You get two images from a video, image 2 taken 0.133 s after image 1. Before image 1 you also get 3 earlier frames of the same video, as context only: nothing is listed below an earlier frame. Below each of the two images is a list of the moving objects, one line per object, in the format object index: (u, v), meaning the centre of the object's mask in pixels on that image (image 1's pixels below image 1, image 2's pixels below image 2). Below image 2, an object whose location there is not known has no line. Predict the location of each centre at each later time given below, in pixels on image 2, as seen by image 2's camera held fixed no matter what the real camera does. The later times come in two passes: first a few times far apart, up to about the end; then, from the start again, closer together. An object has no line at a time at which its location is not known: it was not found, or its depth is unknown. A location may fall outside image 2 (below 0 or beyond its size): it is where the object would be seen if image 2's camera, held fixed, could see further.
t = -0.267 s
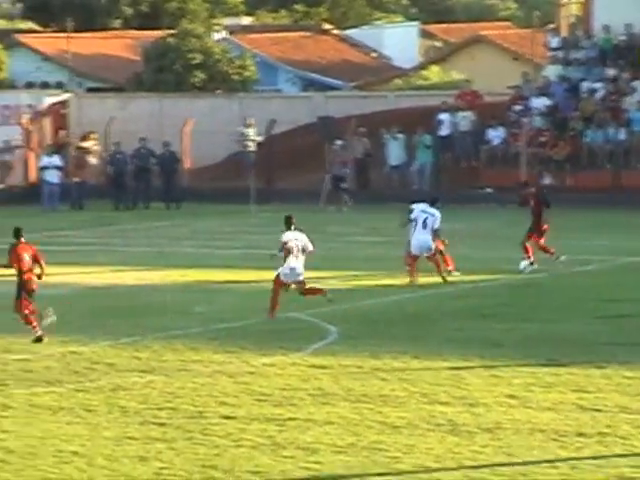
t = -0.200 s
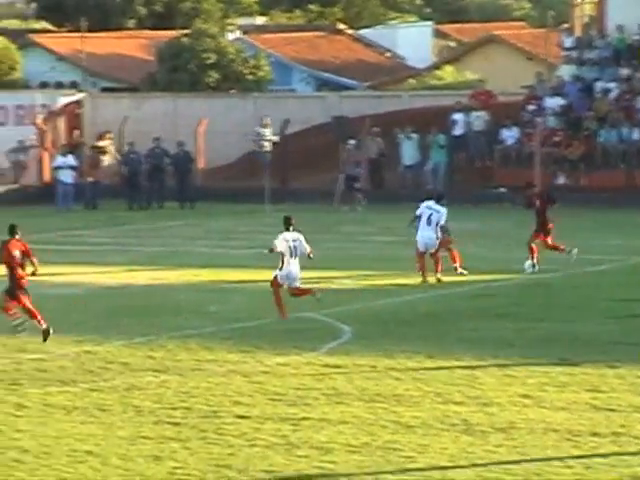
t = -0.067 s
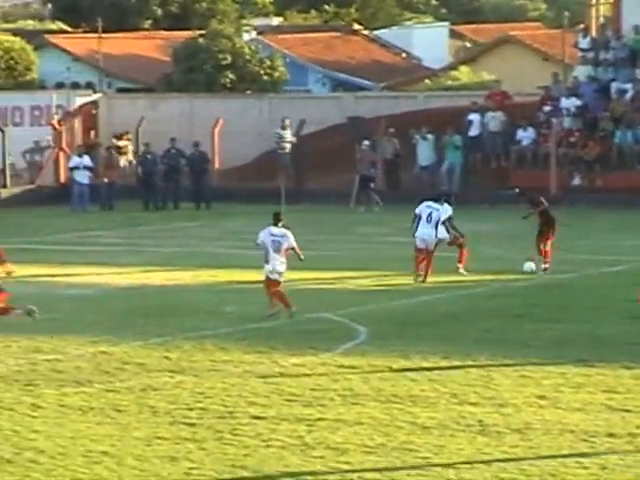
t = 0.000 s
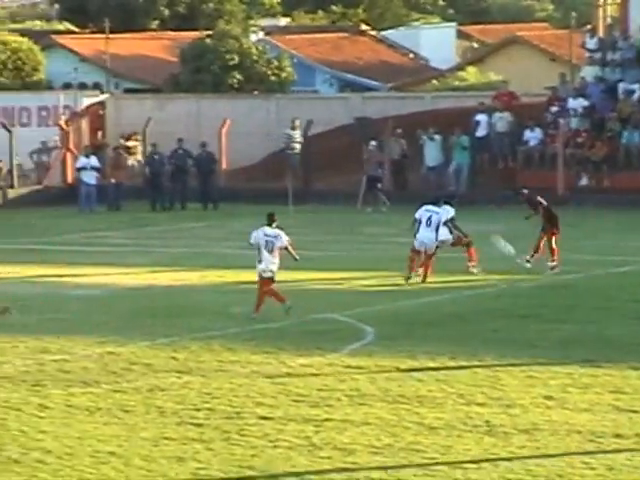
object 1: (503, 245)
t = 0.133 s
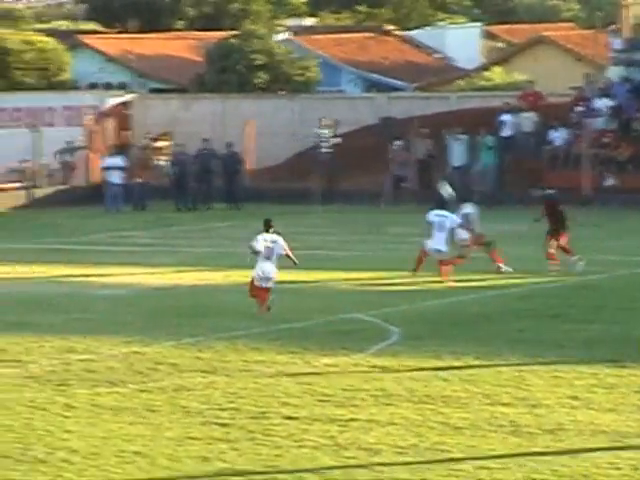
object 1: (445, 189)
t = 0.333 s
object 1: (335, 125)
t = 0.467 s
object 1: (255, 92)
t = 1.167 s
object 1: (-195, 84)
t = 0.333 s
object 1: (335, 125)
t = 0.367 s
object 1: (316, 115)
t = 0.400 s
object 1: (296, 107)
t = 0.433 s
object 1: (276, 99)
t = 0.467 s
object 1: (255, 92)
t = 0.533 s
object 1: (215, 83)
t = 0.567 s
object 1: (195, 78)
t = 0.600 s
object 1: (172, 74)
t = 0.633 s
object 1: (150, 70)
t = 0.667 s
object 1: (128, 67)
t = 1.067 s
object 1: (-133, 70)
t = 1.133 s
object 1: (-173, 79)
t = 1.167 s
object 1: (-195, 84)
